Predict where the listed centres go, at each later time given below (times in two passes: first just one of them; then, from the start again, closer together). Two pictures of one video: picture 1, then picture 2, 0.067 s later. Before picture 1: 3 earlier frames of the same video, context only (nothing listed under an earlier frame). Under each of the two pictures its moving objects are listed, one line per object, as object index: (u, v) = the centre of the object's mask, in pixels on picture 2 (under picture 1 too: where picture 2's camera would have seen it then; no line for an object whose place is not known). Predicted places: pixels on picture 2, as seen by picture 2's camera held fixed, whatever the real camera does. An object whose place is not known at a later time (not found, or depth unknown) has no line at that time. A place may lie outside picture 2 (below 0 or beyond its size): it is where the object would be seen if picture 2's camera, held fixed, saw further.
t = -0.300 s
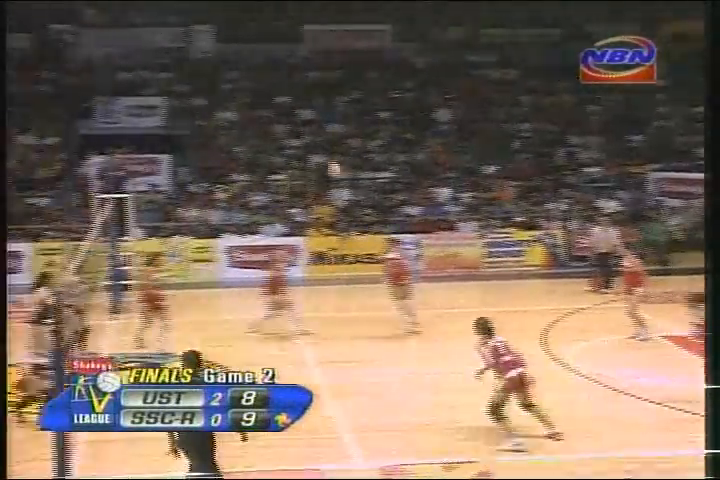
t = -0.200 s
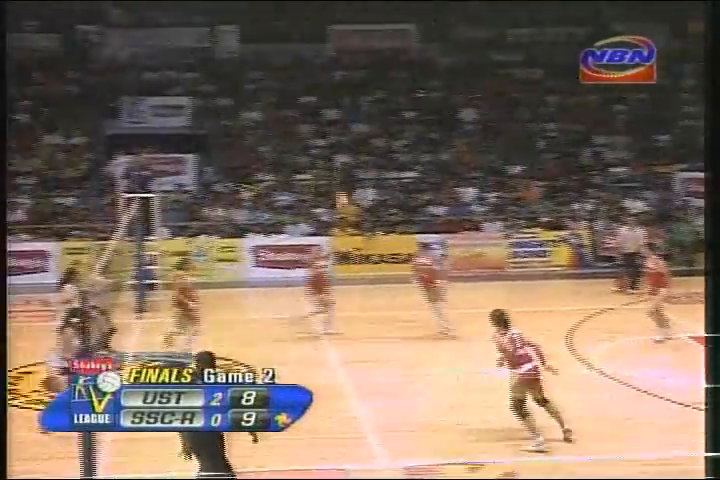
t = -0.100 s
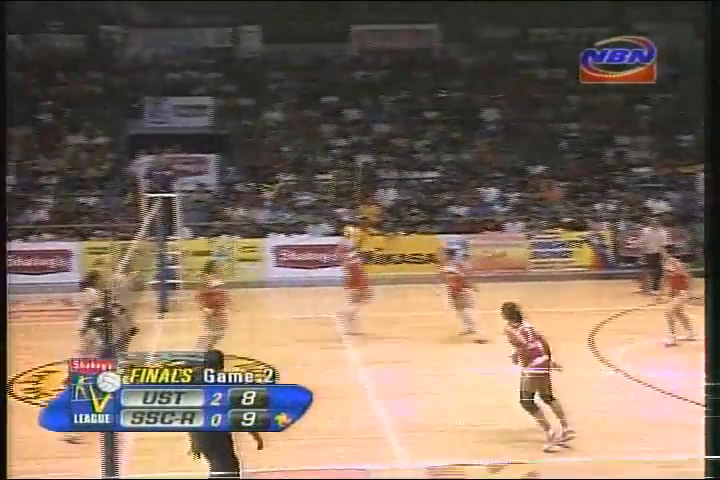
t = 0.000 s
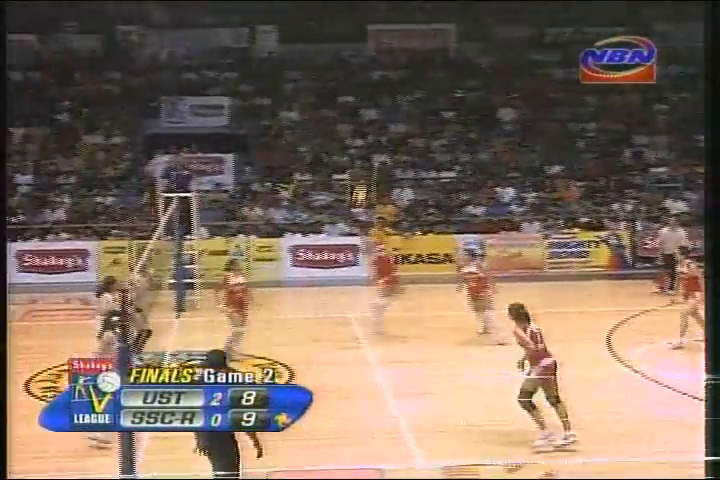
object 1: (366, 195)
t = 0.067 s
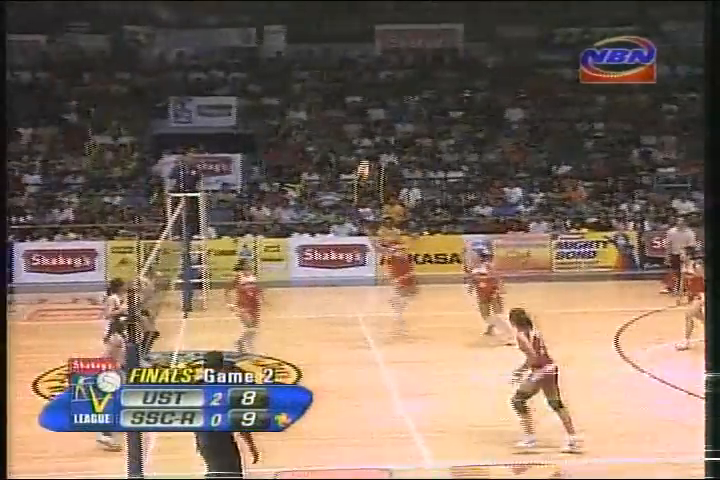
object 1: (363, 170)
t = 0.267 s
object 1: (352, 105)
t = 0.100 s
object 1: (361, 158)
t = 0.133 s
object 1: (361, 147)
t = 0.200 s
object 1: (354, 124)
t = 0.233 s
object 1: (351, 114)
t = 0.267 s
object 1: (352, 105)
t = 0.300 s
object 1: (350, 97)
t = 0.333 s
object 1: (346, 91)
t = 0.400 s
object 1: (342, 76)
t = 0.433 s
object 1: (340, 70)
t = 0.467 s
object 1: (337, 66)
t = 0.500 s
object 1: (335, 61)
